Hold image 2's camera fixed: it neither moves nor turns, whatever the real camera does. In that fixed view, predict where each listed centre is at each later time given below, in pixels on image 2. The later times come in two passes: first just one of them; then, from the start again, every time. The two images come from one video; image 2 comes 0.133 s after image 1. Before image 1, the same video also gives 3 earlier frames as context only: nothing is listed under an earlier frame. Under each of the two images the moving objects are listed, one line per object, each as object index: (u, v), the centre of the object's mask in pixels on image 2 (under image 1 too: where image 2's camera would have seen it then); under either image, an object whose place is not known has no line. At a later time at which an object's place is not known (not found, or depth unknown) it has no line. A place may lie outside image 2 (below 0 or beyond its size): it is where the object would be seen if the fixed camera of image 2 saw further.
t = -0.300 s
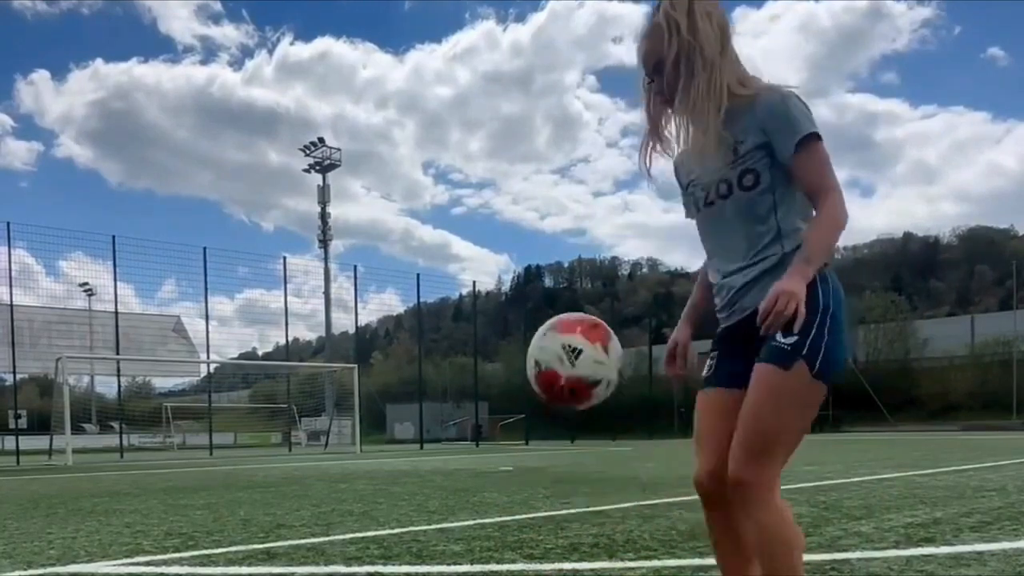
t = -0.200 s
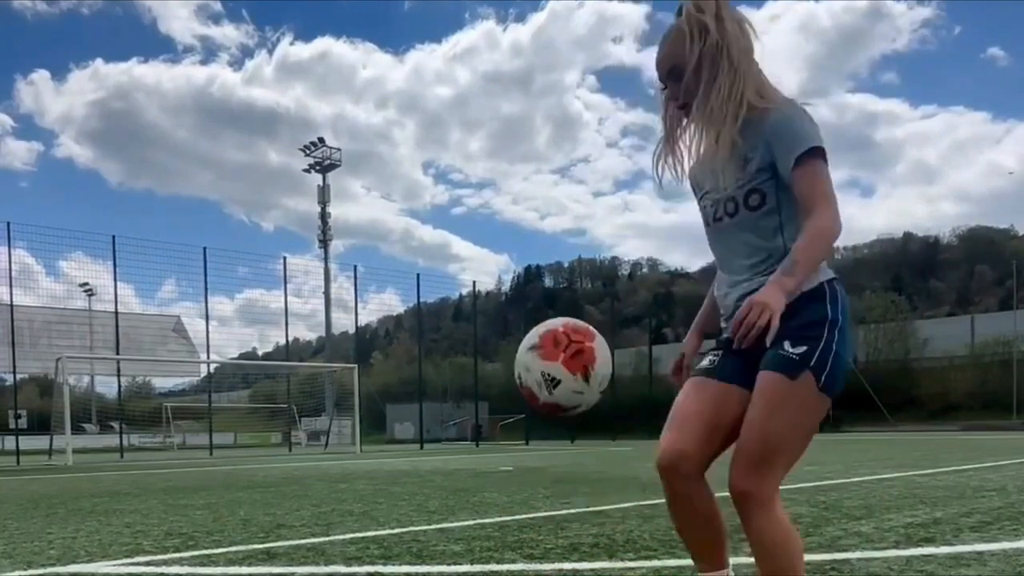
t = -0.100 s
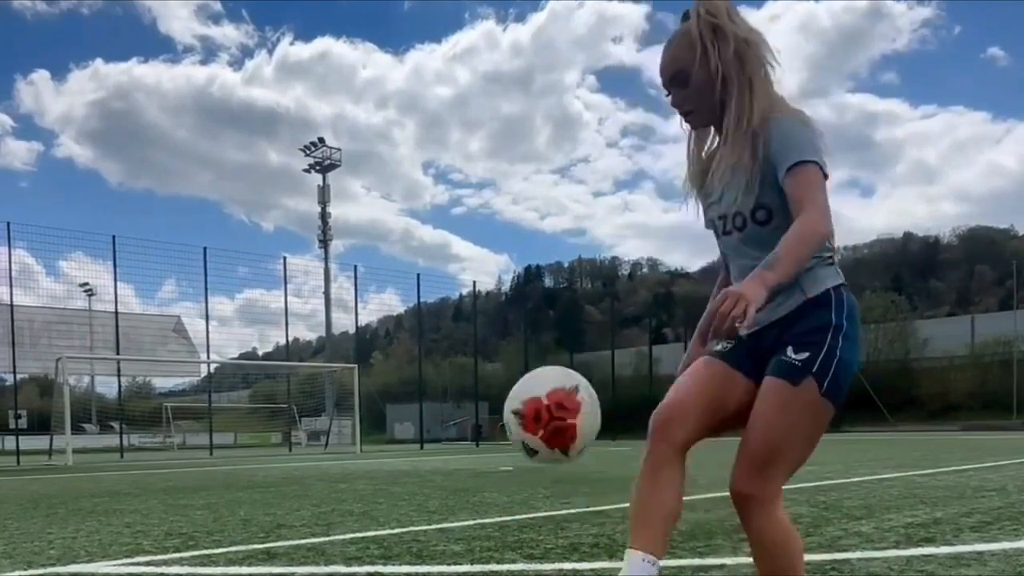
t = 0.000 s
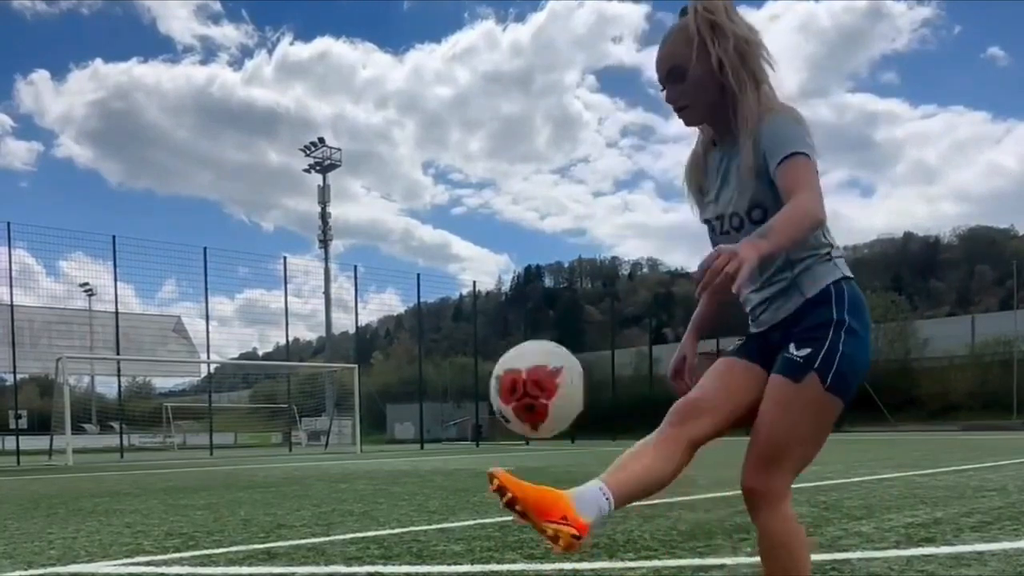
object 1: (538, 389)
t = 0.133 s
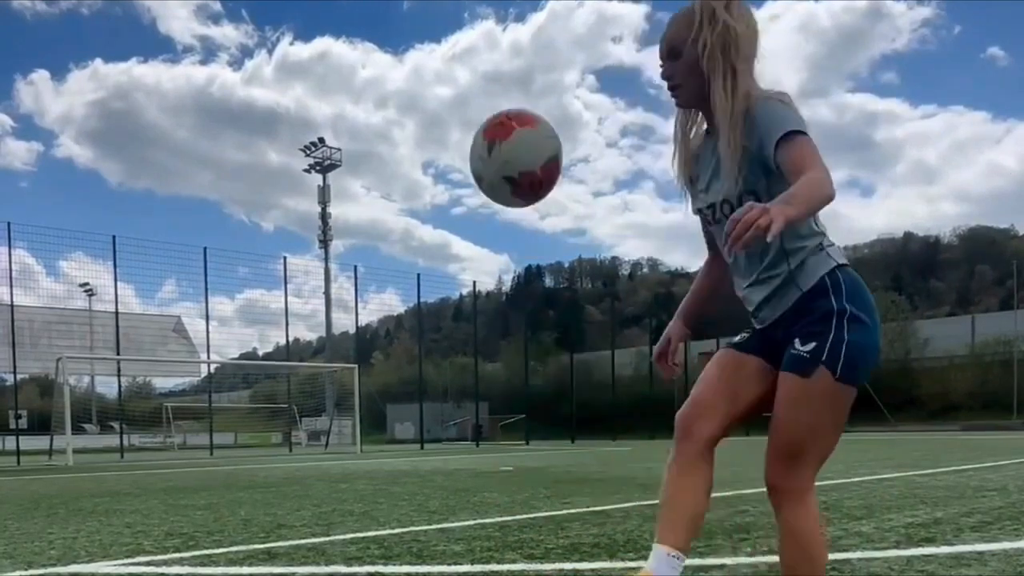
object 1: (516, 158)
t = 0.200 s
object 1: (507, 78)
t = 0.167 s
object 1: (511, 115)
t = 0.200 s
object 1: (507, 78)
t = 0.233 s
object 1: (502, 47)
